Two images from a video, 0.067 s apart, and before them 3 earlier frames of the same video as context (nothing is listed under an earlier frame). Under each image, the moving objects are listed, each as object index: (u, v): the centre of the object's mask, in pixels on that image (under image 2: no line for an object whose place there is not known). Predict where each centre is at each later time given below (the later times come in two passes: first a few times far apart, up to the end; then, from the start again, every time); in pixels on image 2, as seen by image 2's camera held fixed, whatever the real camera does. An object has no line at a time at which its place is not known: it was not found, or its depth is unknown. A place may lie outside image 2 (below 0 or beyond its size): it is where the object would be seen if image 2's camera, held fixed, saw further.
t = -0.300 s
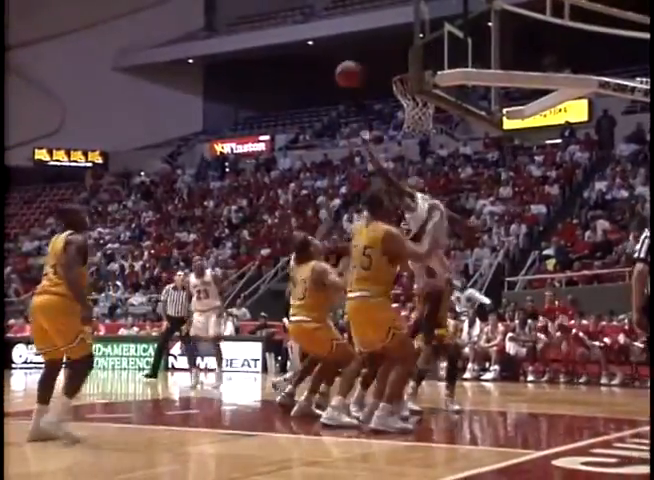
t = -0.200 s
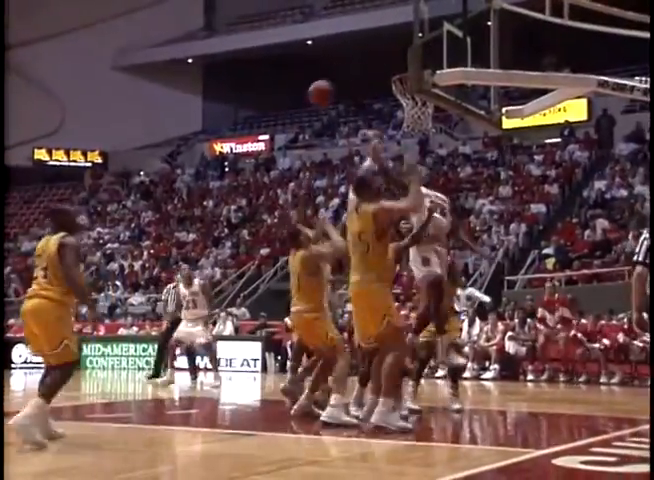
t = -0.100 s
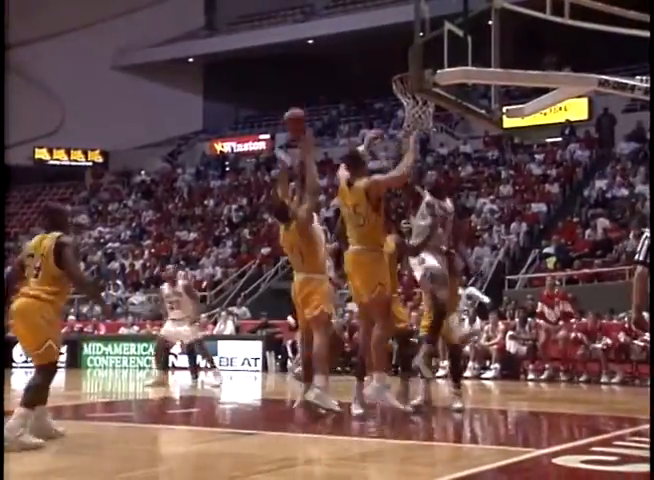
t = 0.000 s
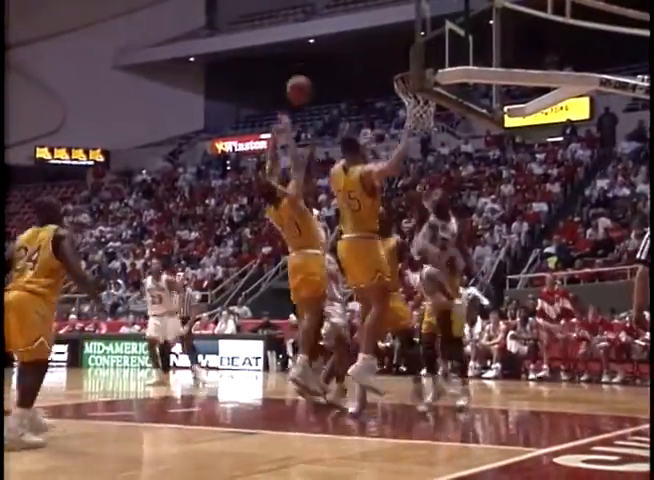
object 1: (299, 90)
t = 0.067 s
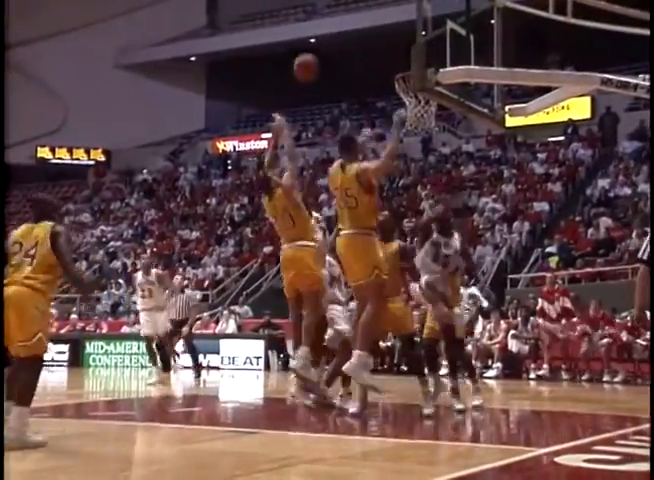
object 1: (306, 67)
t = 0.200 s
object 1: (317, 42)
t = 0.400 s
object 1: (333, 30)
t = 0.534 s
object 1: (344, 48)
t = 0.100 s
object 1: (308, 58)
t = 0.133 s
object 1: (310, 51)
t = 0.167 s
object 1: (315, 45)
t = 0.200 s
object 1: (317, 42)
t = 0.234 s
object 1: (320, 37)
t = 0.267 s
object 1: (322, 32)
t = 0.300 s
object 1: (325, 30)
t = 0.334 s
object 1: (328, 30)
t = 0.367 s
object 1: (332, 30)
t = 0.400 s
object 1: (333, 30)
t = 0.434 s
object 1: (336, 35)
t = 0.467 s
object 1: (338, 38)
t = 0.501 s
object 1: (341, 42)
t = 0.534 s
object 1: (344, 48)
